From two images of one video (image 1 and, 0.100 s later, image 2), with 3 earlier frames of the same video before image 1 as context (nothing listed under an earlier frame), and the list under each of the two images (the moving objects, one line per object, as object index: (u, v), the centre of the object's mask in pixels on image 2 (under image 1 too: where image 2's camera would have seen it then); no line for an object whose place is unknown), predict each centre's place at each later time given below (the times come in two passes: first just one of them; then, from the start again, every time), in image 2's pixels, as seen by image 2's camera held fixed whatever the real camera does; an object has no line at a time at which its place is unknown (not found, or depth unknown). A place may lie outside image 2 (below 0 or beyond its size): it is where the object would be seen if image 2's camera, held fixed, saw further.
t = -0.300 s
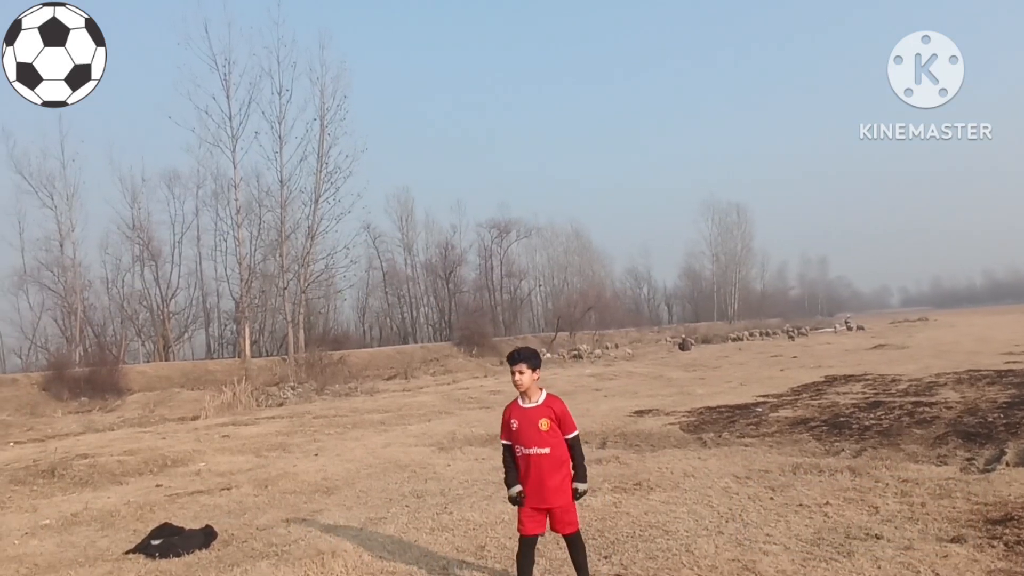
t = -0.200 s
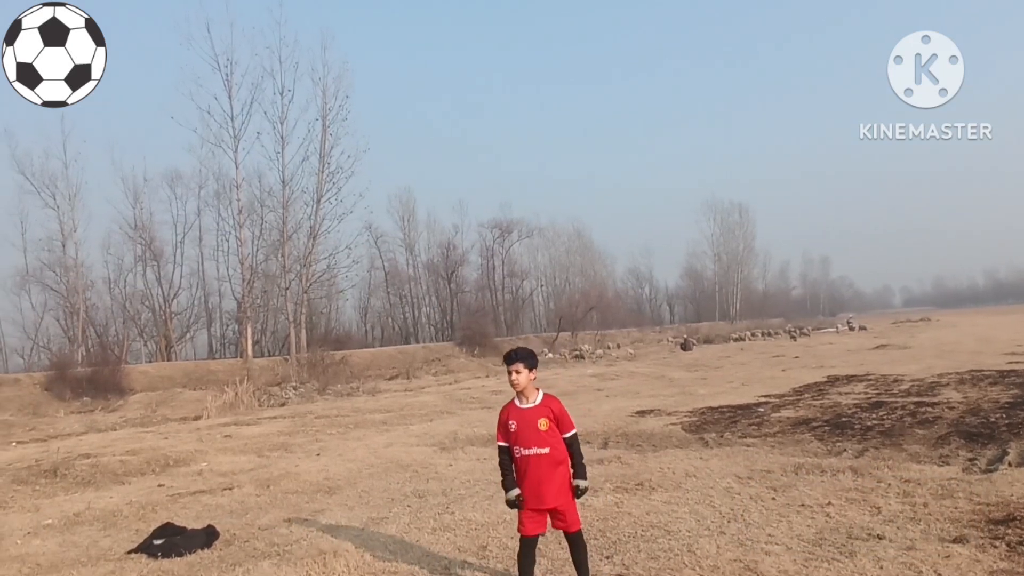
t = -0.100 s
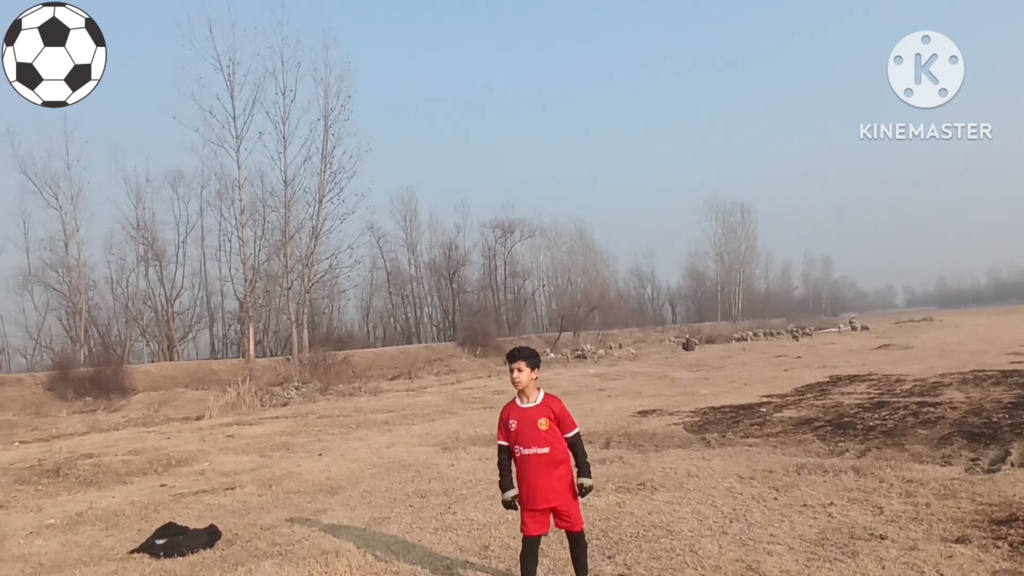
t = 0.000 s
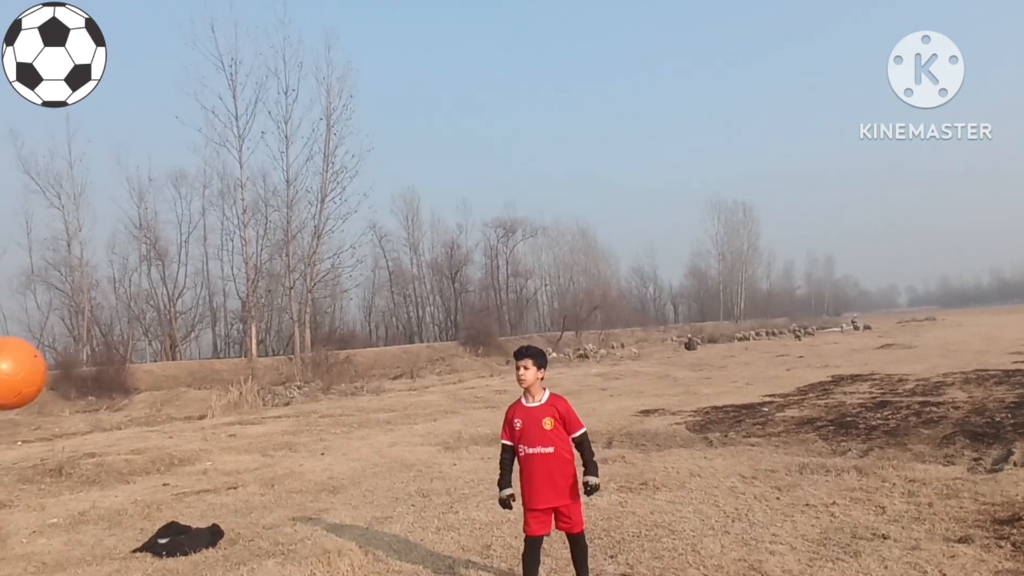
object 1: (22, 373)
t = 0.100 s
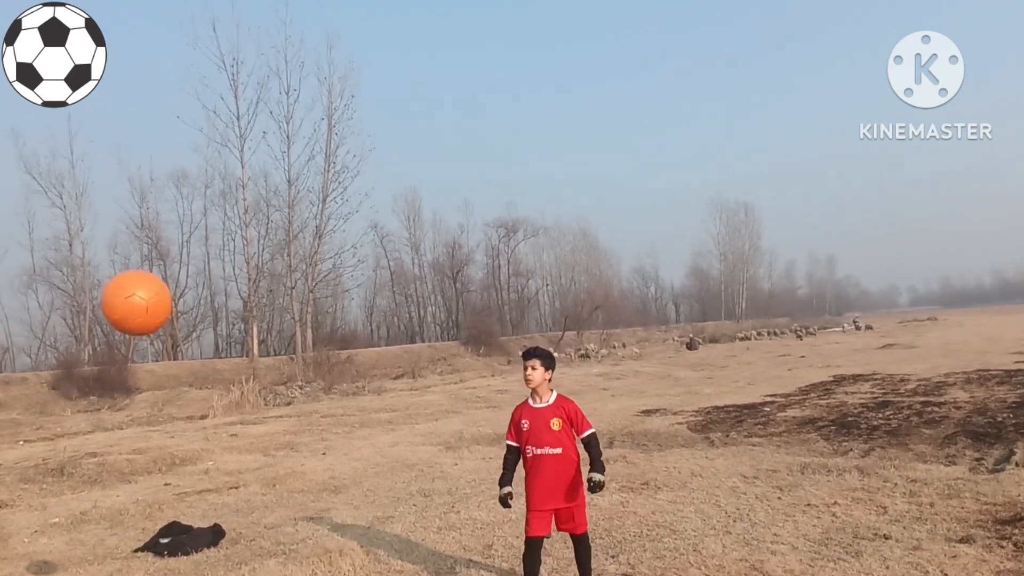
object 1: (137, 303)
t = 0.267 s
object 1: (298, 274)
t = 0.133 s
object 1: (174, 290)
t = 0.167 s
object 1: (208, 281)
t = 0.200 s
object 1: (240, 275)
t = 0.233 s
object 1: (270, 273)
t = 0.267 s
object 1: (298, 274)
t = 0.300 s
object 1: (323, 278)
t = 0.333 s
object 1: (348, 284)
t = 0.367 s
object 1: (371, 293)
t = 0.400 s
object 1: (394, 303)
